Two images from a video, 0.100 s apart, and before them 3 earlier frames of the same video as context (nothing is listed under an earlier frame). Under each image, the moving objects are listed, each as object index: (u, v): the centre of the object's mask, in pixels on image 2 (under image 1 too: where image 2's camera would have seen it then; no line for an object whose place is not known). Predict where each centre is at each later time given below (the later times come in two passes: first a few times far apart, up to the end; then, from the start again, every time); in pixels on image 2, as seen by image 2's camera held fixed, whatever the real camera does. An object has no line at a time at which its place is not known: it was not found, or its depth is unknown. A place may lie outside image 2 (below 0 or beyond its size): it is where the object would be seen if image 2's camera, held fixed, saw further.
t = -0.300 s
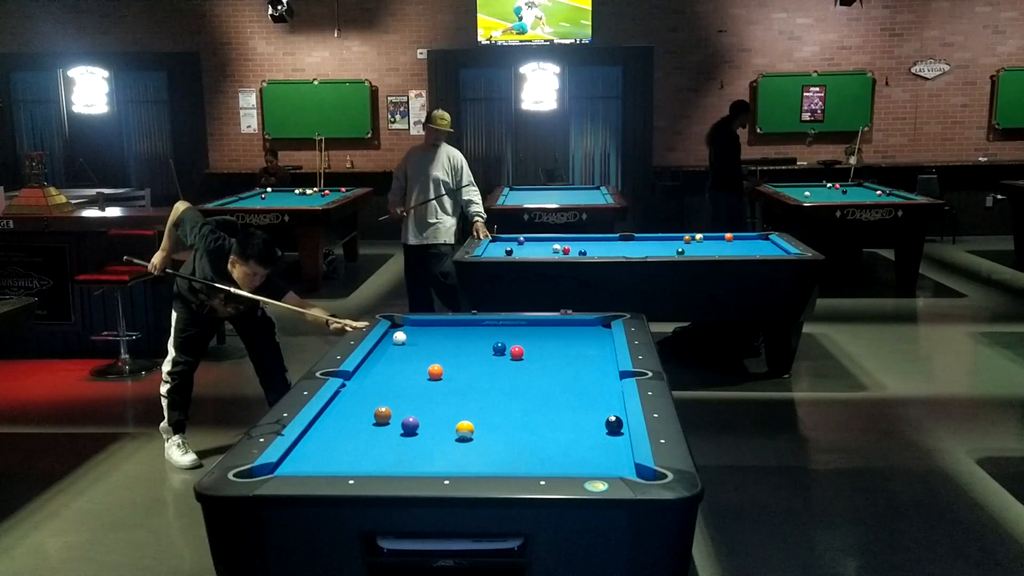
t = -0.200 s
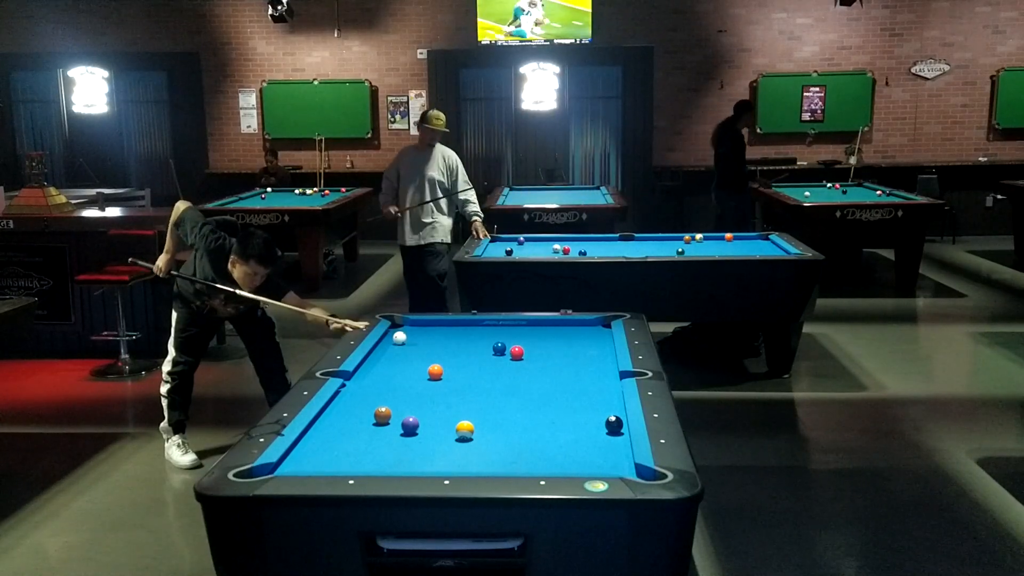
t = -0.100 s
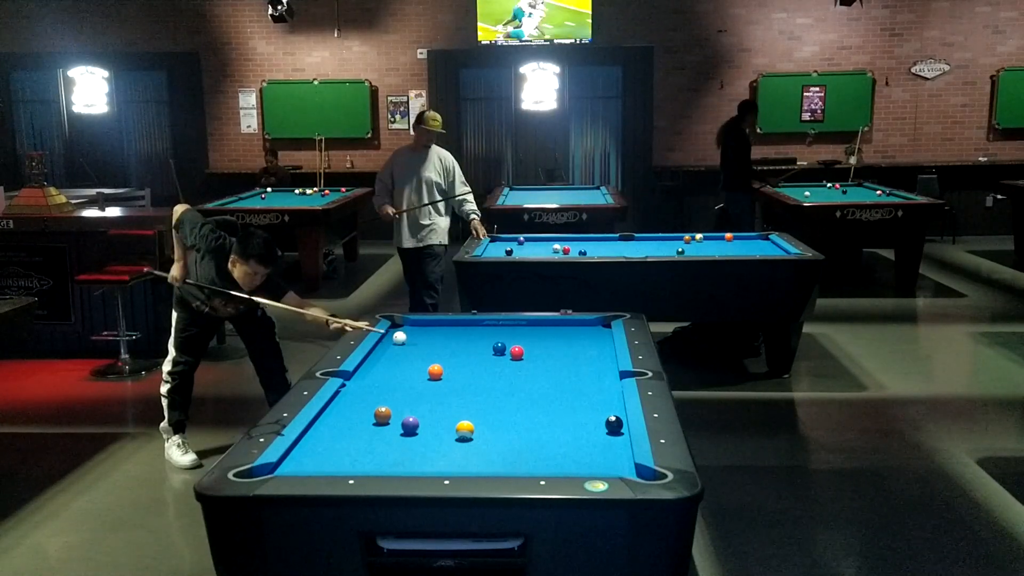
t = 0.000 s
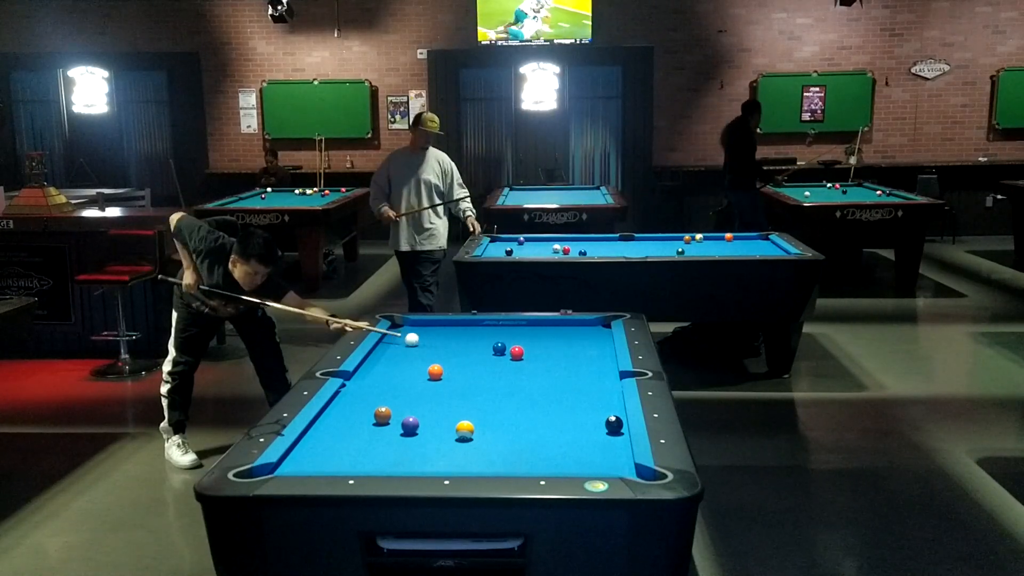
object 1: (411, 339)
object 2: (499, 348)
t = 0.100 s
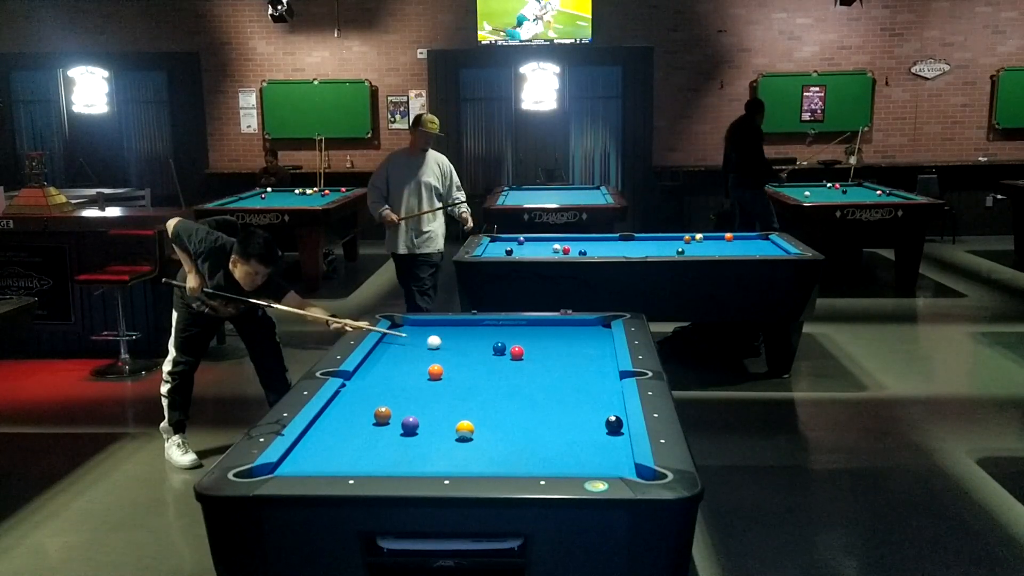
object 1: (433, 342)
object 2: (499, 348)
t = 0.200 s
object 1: (456, 345)
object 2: (499, 348)
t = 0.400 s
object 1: (491, 352)
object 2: (507, 346)
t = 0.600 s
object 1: (511, 361)
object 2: (530, 346)
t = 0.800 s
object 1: (533, 369)
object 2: (550, 344)
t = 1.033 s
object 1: (559, 380)
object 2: (573, 343)
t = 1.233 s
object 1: (583, 389)
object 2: (591, 341)
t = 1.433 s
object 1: (607, 399)
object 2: (607, 340)
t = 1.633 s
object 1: (608, 407)
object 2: (596, 340)
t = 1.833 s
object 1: (596, 415)
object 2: (587, 340)
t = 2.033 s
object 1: (584, 421)
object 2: (578, 339)
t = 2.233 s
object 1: (572, 428)
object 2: (571, 339)
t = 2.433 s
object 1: (561, 434)
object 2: (564, 338)
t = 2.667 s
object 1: (547, 442)
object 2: (557, 338)
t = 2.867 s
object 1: (536, 448)
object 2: (552, 338)
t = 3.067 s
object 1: (525, 455)
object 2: (548, 338)
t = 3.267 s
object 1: (514, 460)
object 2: (545, 338)
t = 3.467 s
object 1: (503, 464)
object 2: (542, 338)
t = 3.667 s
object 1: (493, 467)
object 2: (541, 338)
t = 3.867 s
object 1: (489, 465)
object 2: (540, 338)
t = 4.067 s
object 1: (486, 464)
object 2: (540, 338)
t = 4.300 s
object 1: (482, 462)
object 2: (540, 338)
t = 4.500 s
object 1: (480, 461)
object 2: (540, 338)
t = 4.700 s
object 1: (478, 460)
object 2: (540, 338)
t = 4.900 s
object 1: (477, 458)
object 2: (540, 338)
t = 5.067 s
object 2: (540, 338)
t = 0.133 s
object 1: (441, 343)
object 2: (499, 348)
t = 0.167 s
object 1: (448, 344)
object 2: (499, 348)
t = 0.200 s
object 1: (456, 345)
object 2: (499, 348)
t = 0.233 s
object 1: (463, 346)
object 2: (499, 348)
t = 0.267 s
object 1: (471, 347)
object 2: (499, 348)
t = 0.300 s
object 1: (479, 348)
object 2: (499, 348)
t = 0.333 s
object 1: (486, 349)
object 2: (500, 348)
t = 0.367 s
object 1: (488, 351)
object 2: (504, 347)
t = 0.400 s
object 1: (491, 352)
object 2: (507, 346)
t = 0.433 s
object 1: (494, 353)
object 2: (511, 345)
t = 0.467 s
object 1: (498, 355)
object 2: (516, 344)
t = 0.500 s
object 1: (501, 356)
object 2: (521, 344)
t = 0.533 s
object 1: (504, 358)
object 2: (524, 345)
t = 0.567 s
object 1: (508, 359)
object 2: (527, 346)
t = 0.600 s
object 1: (511, 361)
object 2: (530, 346)
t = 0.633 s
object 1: (515, 362)
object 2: (534, 346)
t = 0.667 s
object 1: (519, 364)
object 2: (537, 345)
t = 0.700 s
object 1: (522, 365)
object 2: (540, 345)
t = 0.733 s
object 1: (526, 367)
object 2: (544, 345)
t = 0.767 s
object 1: (530, 368)
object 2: (547, 344)
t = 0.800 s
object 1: (533, 369)
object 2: (550, 344)
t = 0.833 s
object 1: (537, 371)
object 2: (554, 344)
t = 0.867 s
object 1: (540, 373)
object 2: (557, 344)
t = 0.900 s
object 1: (544, 374)
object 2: (560, 344)
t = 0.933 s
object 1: (548, 376)
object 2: (563, 344)
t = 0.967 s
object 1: (552, 377)
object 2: (566, 343)
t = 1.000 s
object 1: (555, 378)
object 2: (570, 343)
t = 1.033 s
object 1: (559, 380)
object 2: (573, 343)
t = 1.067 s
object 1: (563, 382)
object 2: (576, 343)
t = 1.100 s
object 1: (567, 383)
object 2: (579, 342)
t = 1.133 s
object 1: (571, 385)
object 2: (582, 342)
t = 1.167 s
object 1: (575, 386)
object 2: (585, 341)
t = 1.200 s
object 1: (579, 388)
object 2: (588, 342)
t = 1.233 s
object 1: (583, 389)
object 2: (591, 341)
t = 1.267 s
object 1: (587, 391)
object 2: (594, 341)
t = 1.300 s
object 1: (591, 393)
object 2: (596, 341)
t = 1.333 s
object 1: (595, 394)
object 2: (599, 341)
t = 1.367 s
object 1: (599, 396)
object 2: (602, 340)
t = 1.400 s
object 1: (603, 398)
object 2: (605, 340)
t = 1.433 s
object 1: (607, 399)
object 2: (607, 340)
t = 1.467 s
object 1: (611, 401)
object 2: (605, 340)
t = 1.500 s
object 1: (616, 403)
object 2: (603, 340)
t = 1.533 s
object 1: (614, 404)
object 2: (601, 340)
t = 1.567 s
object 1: (612, 405)
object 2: (599, 340)
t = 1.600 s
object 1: (610, 406)
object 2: (598, 340)
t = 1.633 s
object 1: (608, 407)
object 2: (596, 340)
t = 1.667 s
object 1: (606, 408)
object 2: (595, 339)
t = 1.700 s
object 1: (604, 410)
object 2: (593, 339)
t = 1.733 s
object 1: (602, 411)
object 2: (592, 340)
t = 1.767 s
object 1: (600, 412)
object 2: (590, 340)
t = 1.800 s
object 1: (598, 413)
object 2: (588, 340)
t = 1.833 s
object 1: (596, 415)
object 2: (587, 340)
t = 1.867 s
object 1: (594, 416)
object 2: (585, 339)
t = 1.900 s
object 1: (592, 417)
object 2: (584, 339)
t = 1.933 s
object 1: (590, 418)
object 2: (583, 339)
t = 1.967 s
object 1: (588, 419)
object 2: (581, 339)
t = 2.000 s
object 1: (586, 420)
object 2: (580, 339)
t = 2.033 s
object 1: (584, 421)
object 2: (578, 339)
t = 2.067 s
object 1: (582, 422)
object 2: (577, 339)
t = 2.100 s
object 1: (580, 423)
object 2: (575, 339)
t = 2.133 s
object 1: (578, 425)
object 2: (574, 339)
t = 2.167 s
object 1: (576, 426)
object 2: (573, 339)
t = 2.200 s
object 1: (574, 427)
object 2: (572, 339)
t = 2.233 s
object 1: (572, 428)
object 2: (571, 339)
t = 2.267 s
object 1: (570, 429)
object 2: (569, 339)
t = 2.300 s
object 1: (568, 430)
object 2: (568, 338)
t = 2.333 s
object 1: (566, 431)
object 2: (567, 338)
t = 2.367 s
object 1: (564, 432)
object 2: (566, 338)
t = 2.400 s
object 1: (563, 433)
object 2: (565, 338)
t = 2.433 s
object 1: (561, 434)
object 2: (564, 338)
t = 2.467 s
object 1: (559, 435)
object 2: (563, 338)
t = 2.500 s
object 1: (557, 436)
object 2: (562, 338)
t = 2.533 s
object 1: (555, 438)
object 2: (561, 338)
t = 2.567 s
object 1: (553, 439)
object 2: (560, 338)
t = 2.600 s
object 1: (551, 440)
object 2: (559, 338)
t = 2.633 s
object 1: (549, 441)
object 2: (558, 338)
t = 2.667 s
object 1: (547, 442)
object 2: (557, 338)
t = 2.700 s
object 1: (545, 443)
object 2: (556, 338)
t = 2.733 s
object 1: (543, 444)
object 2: (555, 338)
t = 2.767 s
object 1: (541, 445)
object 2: (554, 338)
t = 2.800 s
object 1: (539, 446)
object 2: (554, 338)
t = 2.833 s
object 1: (537, 447)
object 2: (553, 338)
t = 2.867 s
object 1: (536, 448)
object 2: (552, 338)
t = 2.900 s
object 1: (534, 450)
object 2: (551, 338)
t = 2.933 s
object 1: (532, 451)
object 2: (550, 338)
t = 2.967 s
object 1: (530, 452)
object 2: (550, 338)
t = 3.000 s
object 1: (528, 453)
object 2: (549, 338)
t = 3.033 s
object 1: (526, 454)
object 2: (548, 338)
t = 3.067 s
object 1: (525, 455)
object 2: (548, 338)
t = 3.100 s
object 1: (523, 456)
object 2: (547, 338)
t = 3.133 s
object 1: (521, 457)
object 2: (546, 338)
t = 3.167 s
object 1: (519, 458)
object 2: (546, 338)
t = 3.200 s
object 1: (517, 459)
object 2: (545, 338)
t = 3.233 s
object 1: (515, 460)
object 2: (545, 338)
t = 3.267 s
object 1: (514, 460)
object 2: (545, 338)
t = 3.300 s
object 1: (512, 461)
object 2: (544, 337)
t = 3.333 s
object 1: (510, 461)
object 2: (543, 338)
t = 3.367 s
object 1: (509, 462)
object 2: (543, 338)
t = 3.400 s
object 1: (507, 463)
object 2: (543, 338)
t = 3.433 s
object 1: (505, 463)
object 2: (542, 338)
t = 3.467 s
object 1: (503, 464)
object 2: (542, 338)
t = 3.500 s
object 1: (502, 464)
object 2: (542, 338)
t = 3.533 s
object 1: (500, 465)
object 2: (541, 338)
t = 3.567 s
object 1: (498, 465)
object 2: (541, 338)
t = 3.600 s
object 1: (496, 466)
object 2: (541, 338)
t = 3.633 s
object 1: (495, 466)
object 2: (541, 338)
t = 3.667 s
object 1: (493, 467)
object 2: (541, 338)
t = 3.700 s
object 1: (492, 467)
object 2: (541, 338)
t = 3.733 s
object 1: (492, 466)
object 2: (540, 338)
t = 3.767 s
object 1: (491, 466)
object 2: (540, 338)
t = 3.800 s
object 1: (490, 465)
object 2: (540, 338)
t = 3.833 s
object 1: (490, 465)
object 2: (540, 338)
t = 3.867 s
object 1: (489, 465)
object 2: (540, 338)
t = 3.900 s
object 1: (488, 465)
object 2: (540, 338)
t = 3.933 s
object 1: (488, 465)
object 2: (540, 338)
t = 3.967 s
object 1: (487, 464)
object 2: (540, 338)
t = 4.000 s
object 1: (487, 464)
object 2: (540, 338)
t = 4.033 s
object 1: (486, 464)
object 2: (540, 338)
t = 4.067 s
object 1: (486, 464)
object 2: (540, 338)
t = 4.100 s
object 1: (485, 464)
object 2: (540, 338)
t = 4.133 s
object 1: (484, 463)
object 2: (540, 338)
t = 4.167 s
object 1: (484, 463)
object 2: (540, 338)
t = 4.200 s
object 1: (484, 463)
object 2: (540, 338)
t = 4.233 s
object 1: (483, 463)
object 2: (540, 338)
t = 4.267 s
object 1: (483, 462)
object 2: (540, 338)
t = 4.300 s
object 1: (482, 462)
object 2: (540, 338)
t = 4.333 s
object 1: (482, 462)
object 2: (540, 338)
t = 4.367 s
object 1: (482, 462)
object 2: (540, 338)
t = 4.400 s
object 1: (481, 462)
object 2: (540, 338)
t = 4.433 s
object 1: (481, 461)
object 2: (540, 338)
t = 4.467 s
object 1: (480, 461)
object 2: (540, 338)
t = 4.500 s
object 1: (480, 461)
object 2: (540, 338)
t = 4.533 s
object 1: (480, 461)
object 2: (540, 338)
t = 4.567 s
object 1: (479, 461)
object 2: (540, 338)
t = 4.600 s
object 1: (479, 461)
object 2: (540, 338)
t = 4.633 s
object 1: (479, 460)
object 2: (540, 338)
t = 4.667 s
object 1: (479, 460)
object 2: (540, 338)
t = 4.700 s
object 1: (478, 460)
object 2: (540, 338)
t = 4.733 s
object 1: (478, 460)
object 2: (540, 338)
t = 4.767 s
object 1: (478, 459)
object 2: (540, 338)
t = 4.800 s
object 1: (478, 459)
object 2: (540, 338)
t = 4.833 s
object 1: (477, 459)
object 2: (540, 338)
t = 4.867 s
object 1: (477, 459)
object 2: (540, 338)
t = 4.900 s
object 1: (477, 458)
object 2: (540, 338)
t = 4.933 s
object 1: (477, 459)
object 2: (540, 338)
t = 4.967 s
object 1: (477, 458)
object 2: (540, 338)
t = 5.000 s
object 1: (476, 458)
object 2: (540, 338)
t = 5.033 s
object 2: (540, 338)
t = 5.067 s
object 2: (540, 338)
